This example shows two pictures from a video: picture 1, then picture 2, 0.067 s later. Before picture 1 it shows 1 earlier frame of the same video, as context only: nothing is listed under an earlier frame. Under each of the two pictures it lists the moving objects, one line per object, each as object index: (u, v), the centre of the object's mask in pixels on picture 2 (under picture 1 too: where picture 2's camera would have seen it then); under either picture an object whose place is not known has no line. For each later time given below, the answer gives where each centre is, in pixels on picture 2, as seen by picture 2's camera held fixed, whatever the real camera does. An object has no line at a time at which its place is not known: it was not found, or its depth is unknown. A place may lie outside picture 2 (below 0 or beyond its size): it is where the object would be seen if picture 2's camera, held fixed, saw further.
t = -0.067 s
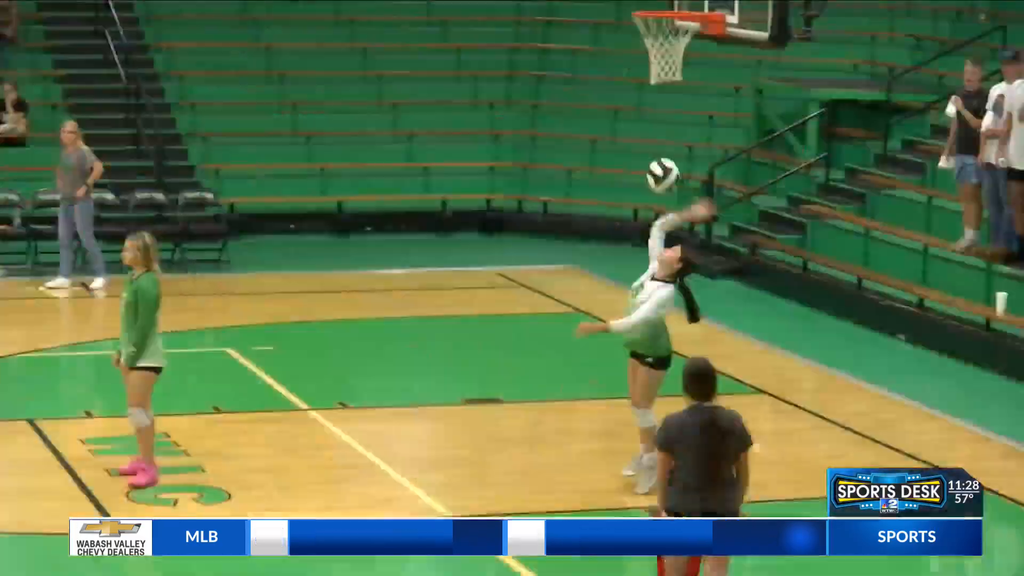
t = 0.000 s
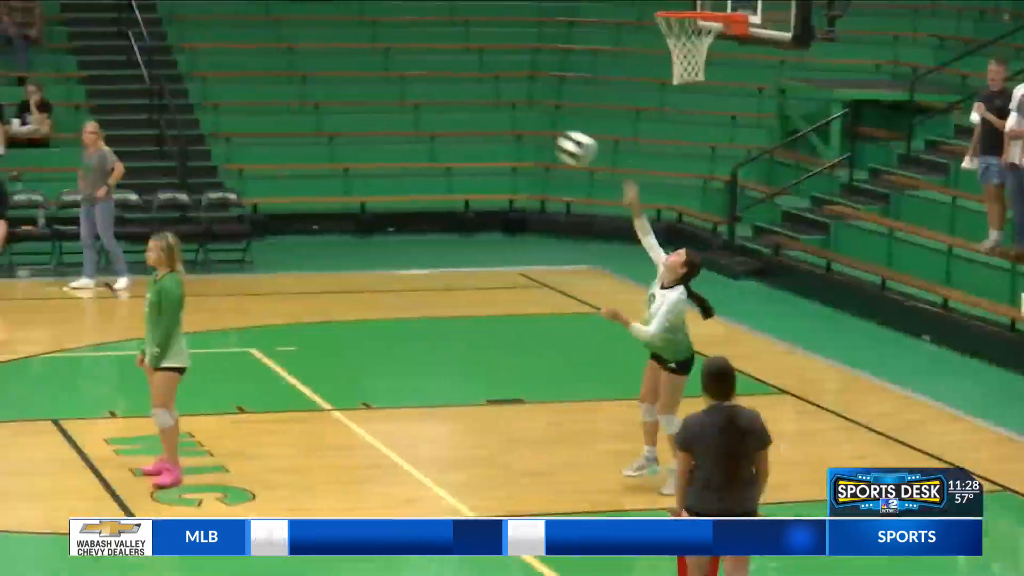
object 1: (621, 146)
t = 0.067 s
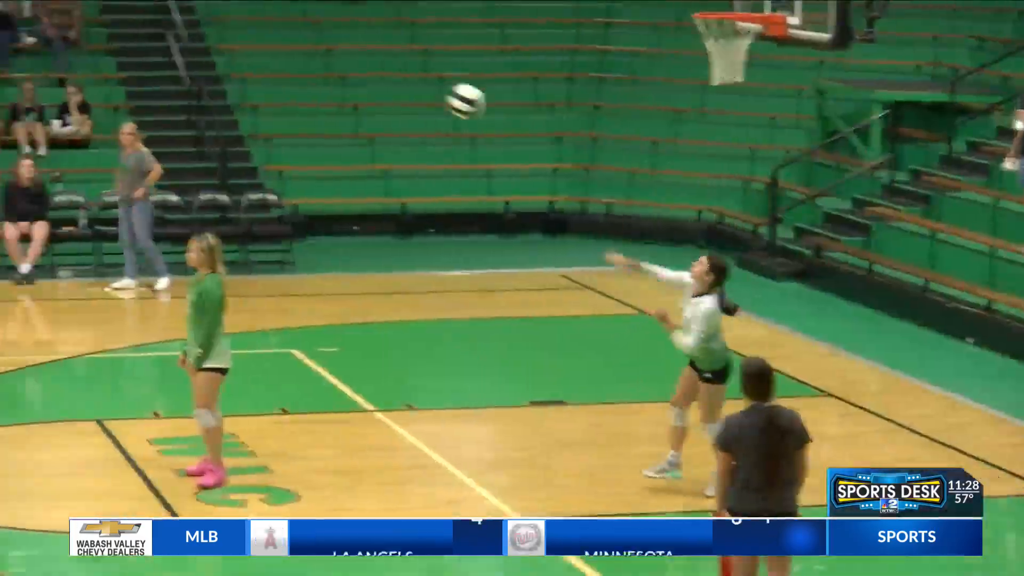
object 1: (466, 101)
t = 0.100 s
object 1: (389, 80)
